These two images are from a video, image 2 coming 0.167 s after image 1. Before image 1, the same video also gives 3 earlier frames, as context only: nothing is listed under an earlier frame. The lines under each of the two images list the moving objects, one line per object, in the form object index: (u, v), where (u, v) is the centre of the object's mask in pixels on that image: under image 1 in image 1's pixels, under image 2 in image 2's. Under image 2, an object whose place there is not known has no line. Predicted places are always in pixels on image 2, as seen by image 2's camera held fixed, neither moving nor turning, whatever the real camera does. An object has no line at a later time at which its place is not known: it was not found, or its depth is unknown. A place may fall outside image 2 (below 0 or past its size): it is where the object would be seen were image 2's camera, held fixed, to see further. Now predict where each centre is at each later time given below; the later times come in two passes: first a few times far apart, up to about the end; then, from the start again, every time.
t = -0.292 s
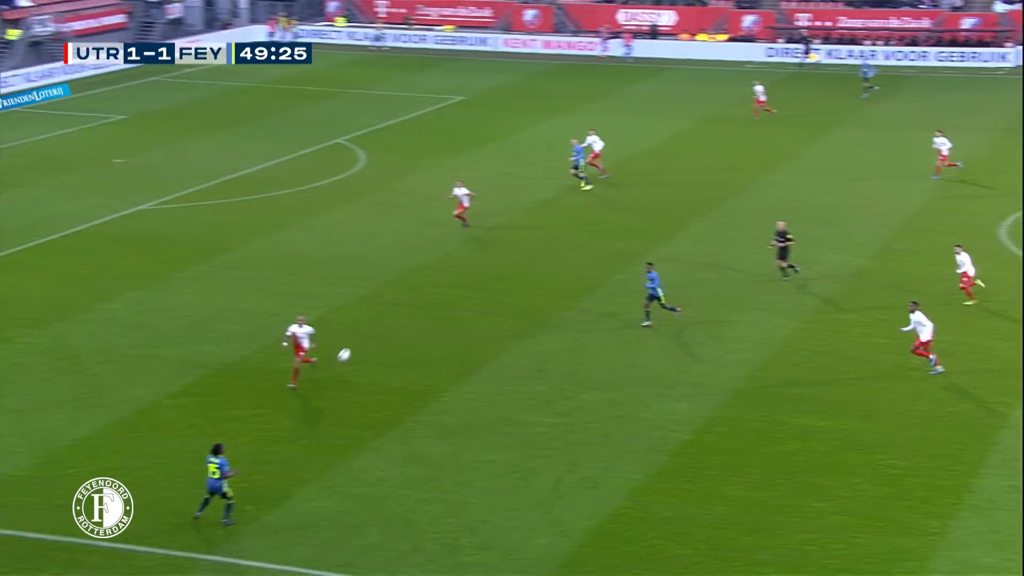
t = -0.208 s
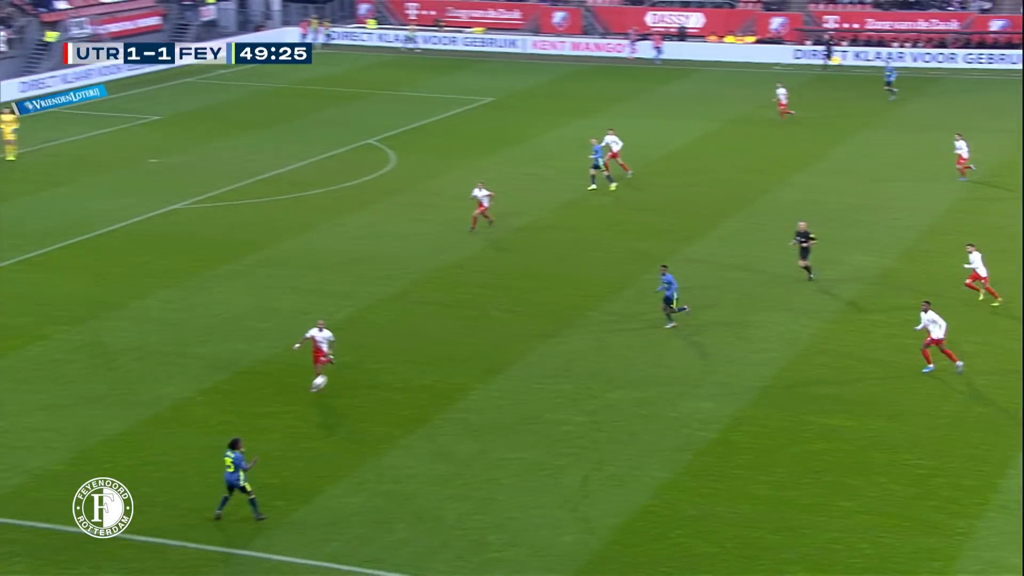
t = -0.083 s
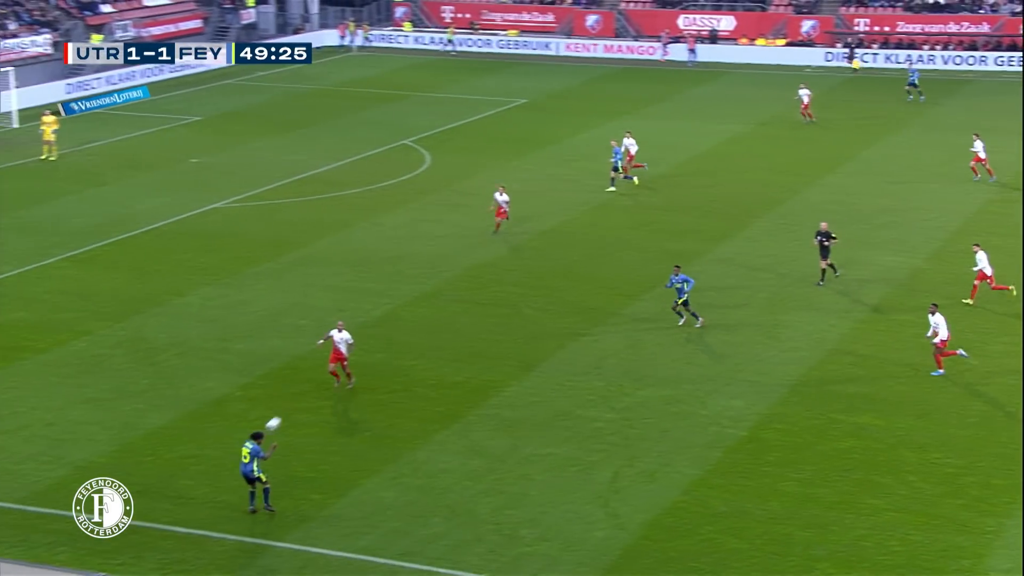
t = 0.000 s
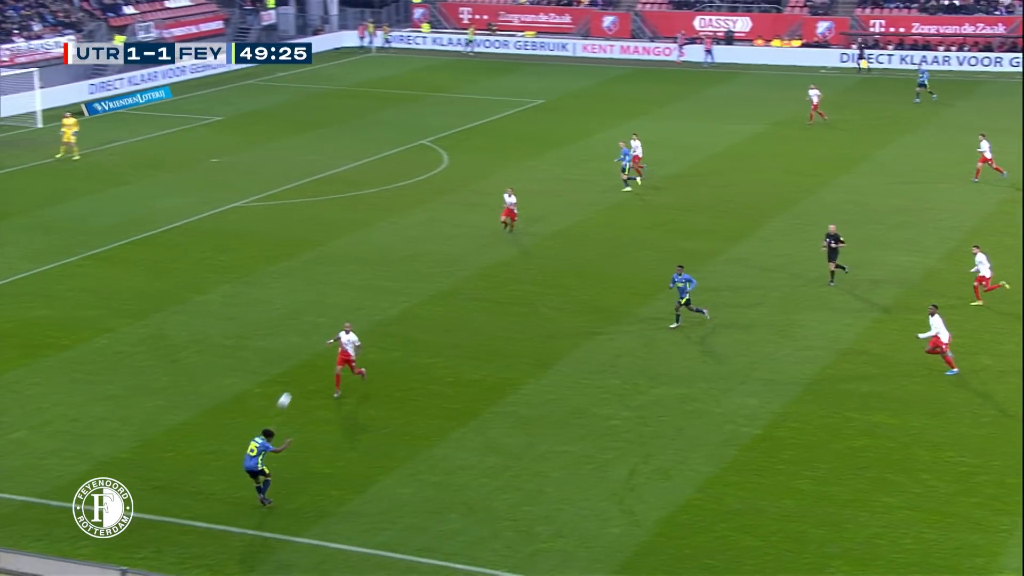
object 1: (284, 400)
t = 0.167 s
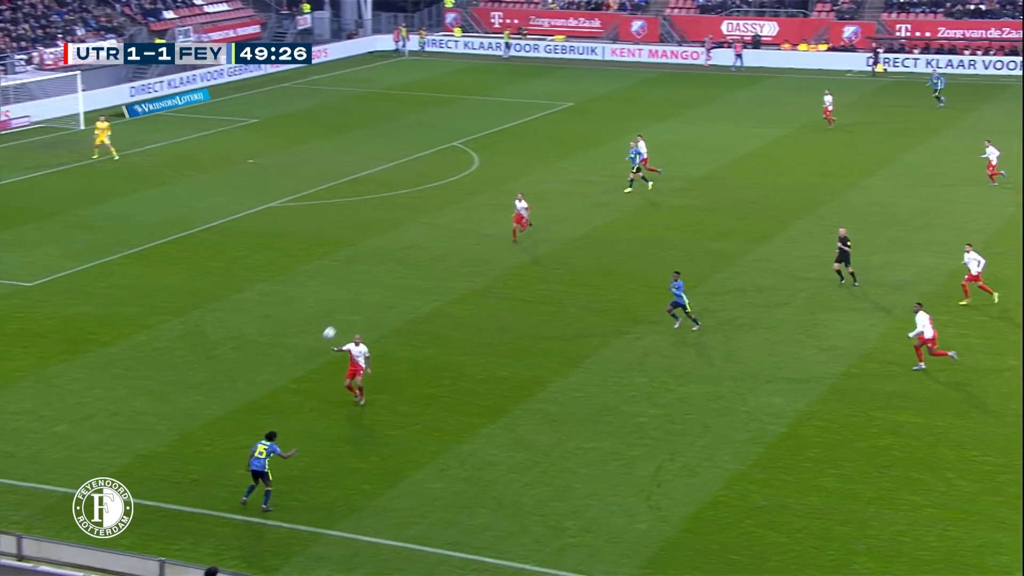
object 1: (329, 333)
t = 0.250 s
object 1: (334, 311)
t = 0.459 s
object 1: (345, 272)
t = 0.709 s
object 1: (356, 250)
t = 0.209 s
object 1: (332, 321)
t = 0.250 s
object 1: (334, 311)
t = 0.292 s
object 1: (336, 301)
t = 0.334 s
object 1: (338, 292)
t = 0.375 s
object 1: (341, 284)
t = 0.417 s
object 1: (343, 278)
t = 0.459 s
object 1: (345, 272)
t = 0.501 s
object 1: (347, 266)
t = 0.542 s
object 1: (349, 261)
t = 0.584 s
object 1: (351, 256)
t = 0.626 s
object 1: (353, 253)
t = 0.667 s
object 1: (355, 251)
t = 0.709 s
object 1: (356, 250)
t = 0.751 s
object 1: (358, 249)
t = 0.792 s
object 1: (360, 249)
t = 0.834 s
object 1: (361, 250)
